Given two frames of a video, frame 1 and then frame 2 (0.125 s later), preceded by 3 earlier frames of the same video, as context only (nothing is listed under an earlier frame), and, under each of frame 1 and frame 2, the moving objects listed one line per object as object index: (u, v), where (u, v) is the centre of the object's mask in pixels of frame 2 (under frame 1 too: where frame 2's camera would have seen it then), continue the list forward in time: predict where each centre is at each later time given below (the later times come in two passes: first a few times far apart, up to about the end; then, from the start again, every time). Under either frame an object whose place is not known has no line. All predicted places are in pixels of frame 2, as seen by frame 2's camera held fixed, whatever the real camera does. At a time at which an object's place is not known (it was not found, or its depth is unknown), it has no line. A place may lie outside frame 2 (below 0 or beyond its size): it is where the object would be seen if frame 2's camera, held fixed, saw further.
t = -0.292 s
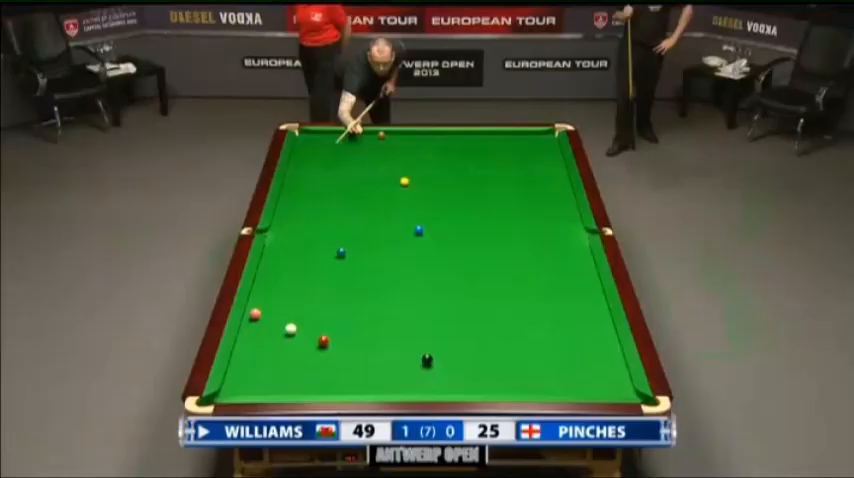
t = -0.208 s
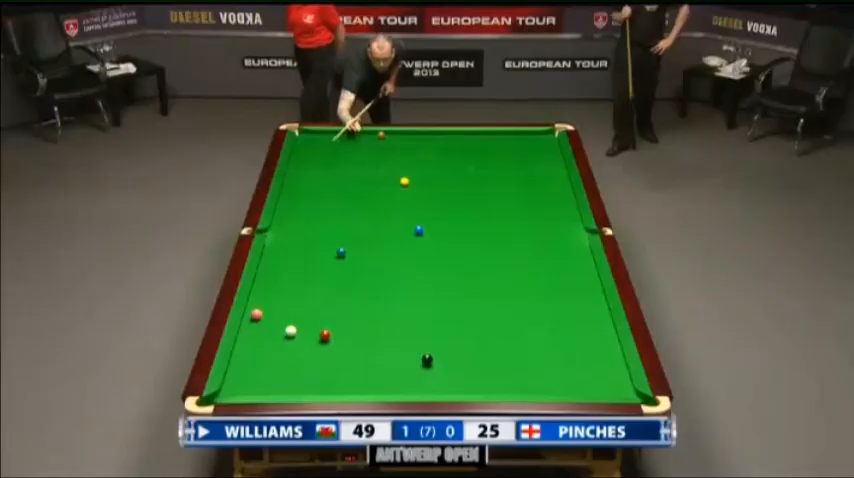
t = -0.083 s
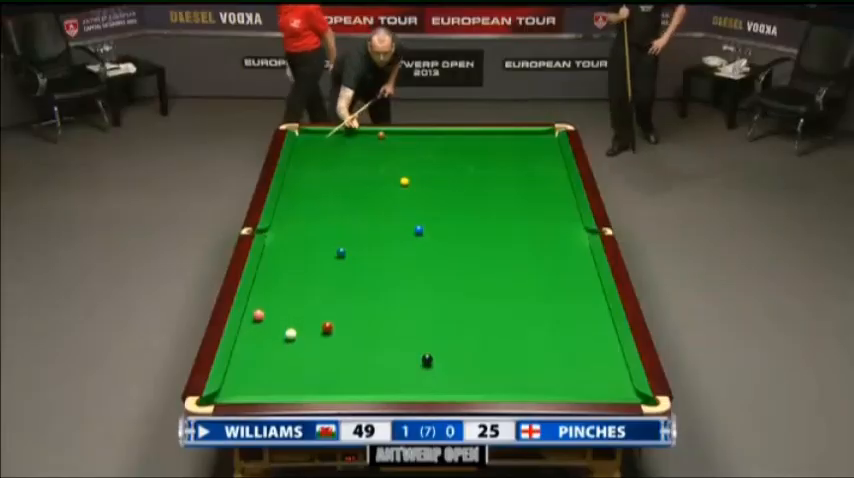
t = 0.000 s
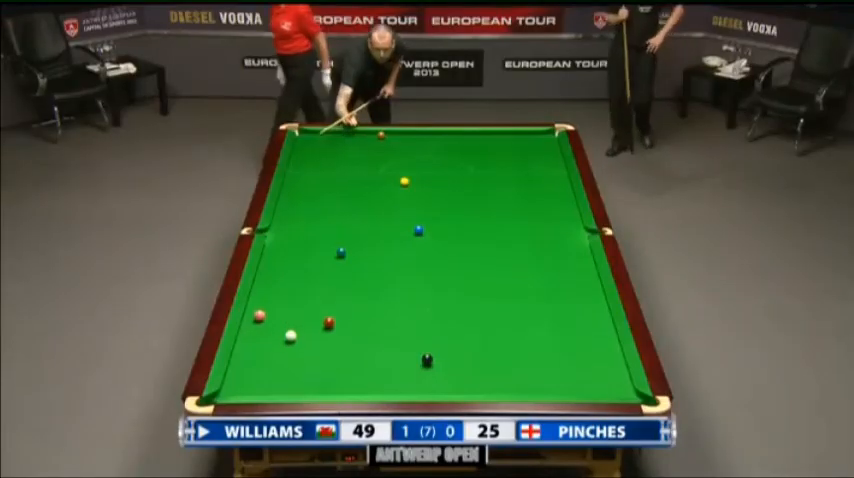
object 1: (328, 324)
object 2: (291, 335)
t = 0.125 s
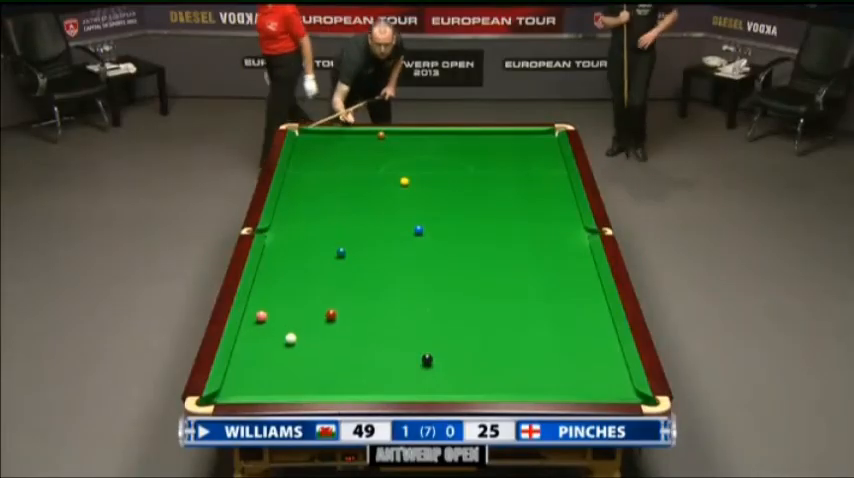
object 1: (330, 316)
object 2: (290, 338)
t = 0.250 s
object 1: (333, 309)
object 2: (290, 340)
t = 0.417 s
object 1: (336, 300)
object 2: (291, 344)
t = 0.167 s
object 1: (331, 313)
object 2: (291, 339)
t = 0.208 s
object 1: (332, 311)
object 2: (290, 340)
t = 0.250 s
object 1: (333, 309)
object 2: (290, 340)
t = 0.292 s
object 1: (334, 306)
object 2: (290, 342)
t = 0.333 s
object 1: (334, 304)
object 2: (290, 342)
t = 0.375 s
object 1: (335, 302)
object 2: (290, 343)
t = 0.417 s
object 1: (336, 300)
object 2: (291, 344)
